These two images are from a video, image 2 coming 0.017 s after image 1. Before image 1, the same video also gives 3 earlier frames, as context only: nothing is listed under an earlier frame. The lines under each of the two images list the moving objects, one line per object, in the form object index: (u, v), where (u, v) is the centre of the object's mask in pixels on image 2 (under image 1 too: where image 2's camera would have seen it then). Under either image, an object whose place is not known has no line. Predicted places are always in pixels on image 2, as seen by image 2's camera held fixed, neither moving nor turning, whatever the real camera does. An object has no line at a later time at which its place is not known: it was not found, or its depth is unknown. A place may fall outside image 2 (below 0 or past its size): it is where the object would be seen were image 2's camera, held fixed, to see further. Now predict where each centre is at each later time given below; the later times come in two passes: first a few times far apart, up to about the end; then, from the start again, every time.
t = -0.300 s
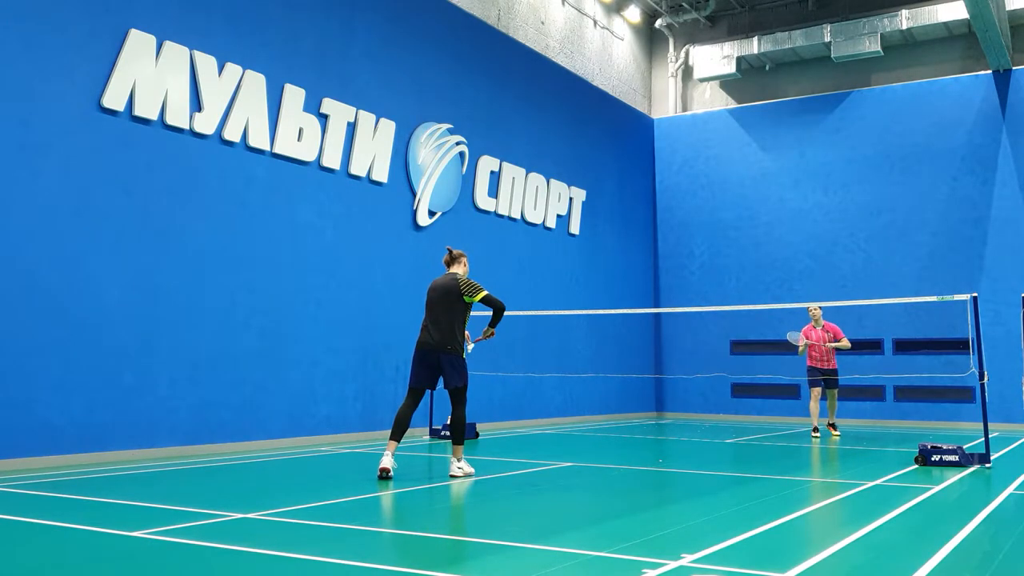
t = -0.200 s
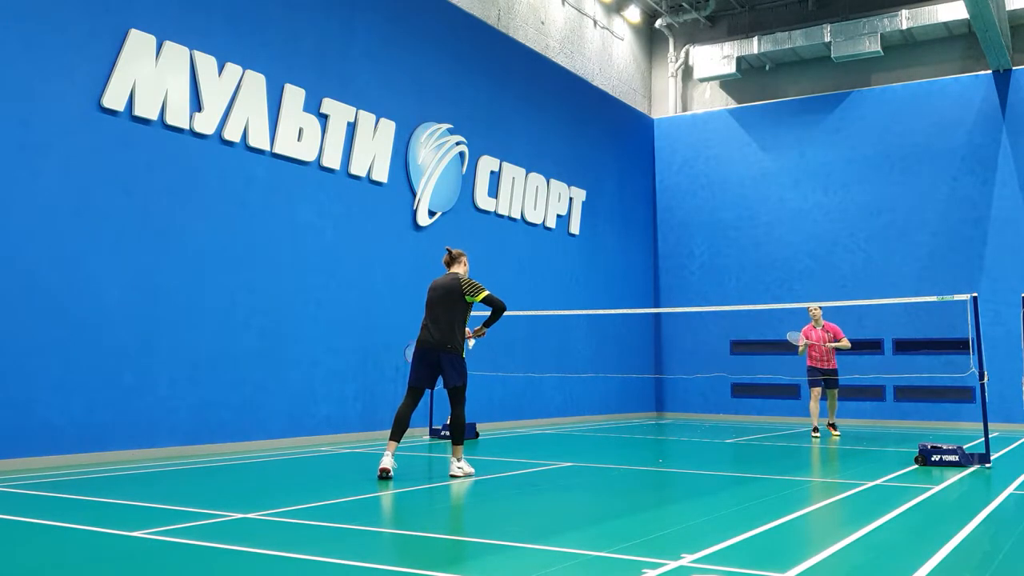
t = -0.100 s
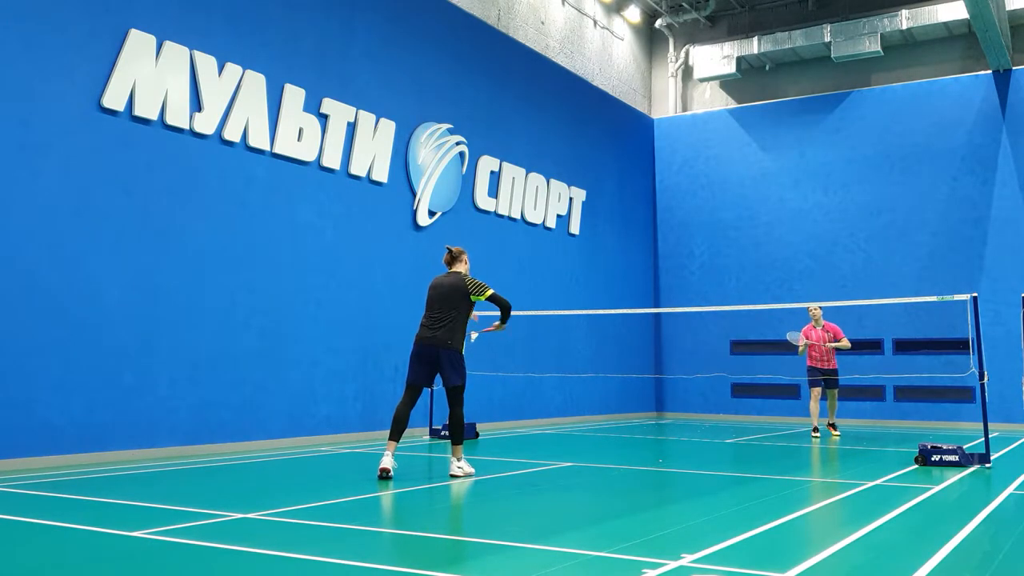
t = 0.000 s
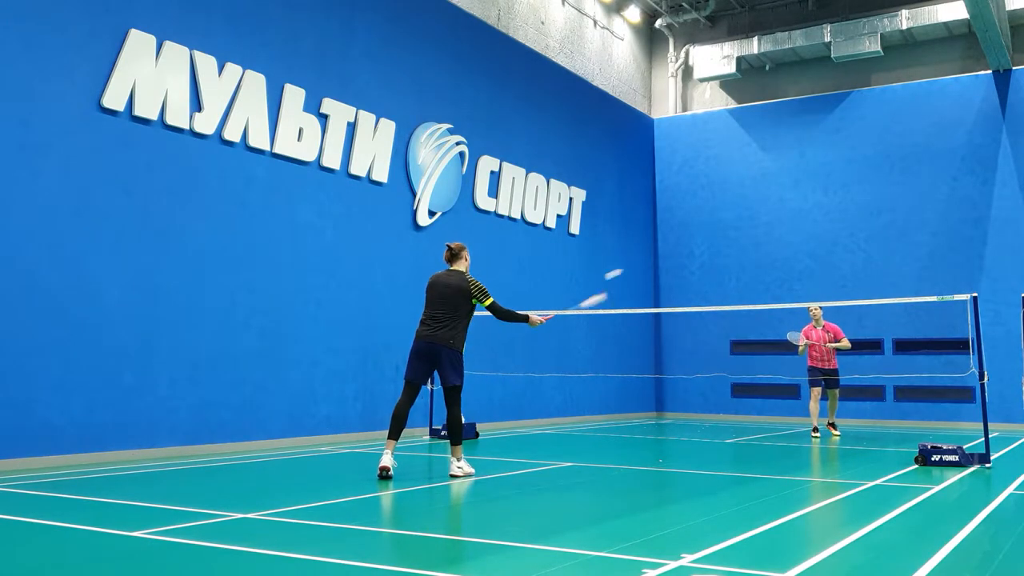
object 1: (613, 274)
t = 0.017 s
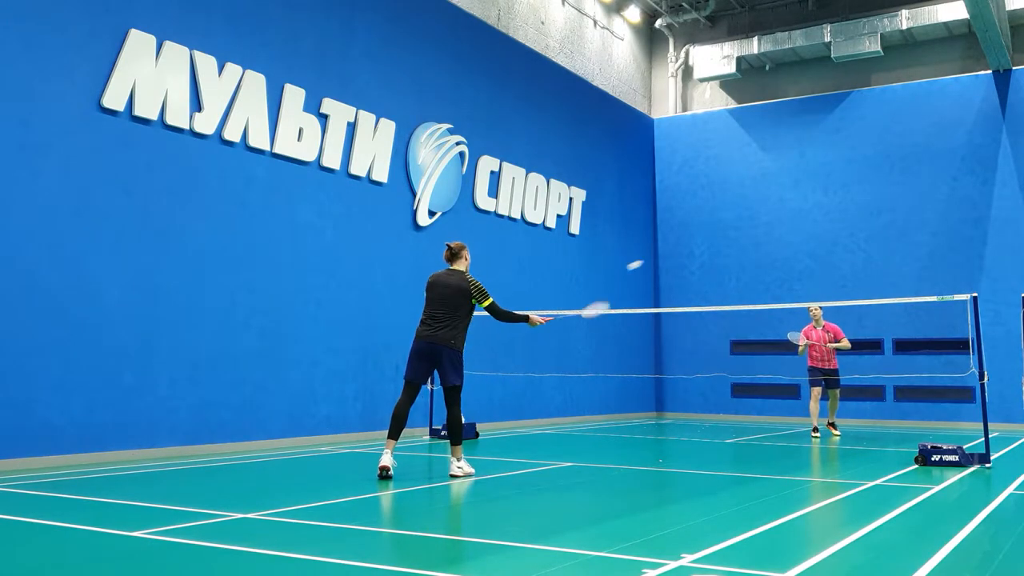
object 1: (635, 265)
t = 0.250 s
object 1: (796, 213)
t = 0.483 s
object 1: (872, 222)
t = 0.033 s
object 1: (653, 257)
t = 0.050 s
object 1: (670, 250)
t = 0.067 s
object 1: (686, 244)
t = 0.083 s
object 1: (700, 239)
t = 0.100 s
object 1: (712, 234)
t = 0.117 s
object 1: (724, 230)
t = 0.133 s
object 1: (736, 226)
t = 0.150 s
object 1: (746, 224)
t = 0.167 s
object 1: (756, 221)
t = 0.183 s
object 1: (765, 219)
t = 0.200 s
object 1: (773, 217)
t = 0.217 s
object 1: (781, 216)
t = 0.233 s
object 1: (789, 214)
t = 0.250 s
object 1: (796, 213)
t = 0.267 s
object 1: (803, 213)
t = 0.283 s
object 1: (810, 212)
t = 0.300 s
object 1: (816, 212)
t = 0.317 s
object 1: (822, 212)
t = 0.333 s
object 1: (828, 212)
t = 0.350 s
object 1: (834, 212)
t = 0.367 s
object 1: (839, 213)
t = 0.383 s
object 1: (844, 214)
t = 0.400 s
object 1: (849, 215)
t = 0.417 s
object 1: (854, 216)
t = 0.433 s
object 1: (858, 217)
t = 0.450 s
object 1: (863, 218)
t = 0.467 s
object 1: (867, 220)
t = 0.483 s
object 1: (872, 222)
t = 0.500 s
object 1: (876, 223)
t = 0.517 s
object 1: (880, 225)
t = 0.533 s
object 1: (884, 227)
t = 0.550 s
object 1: (887, 229)
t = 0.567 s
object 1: (891, 232)
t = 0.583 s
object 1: (895, 234)
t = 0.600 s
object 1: (898, 237)
